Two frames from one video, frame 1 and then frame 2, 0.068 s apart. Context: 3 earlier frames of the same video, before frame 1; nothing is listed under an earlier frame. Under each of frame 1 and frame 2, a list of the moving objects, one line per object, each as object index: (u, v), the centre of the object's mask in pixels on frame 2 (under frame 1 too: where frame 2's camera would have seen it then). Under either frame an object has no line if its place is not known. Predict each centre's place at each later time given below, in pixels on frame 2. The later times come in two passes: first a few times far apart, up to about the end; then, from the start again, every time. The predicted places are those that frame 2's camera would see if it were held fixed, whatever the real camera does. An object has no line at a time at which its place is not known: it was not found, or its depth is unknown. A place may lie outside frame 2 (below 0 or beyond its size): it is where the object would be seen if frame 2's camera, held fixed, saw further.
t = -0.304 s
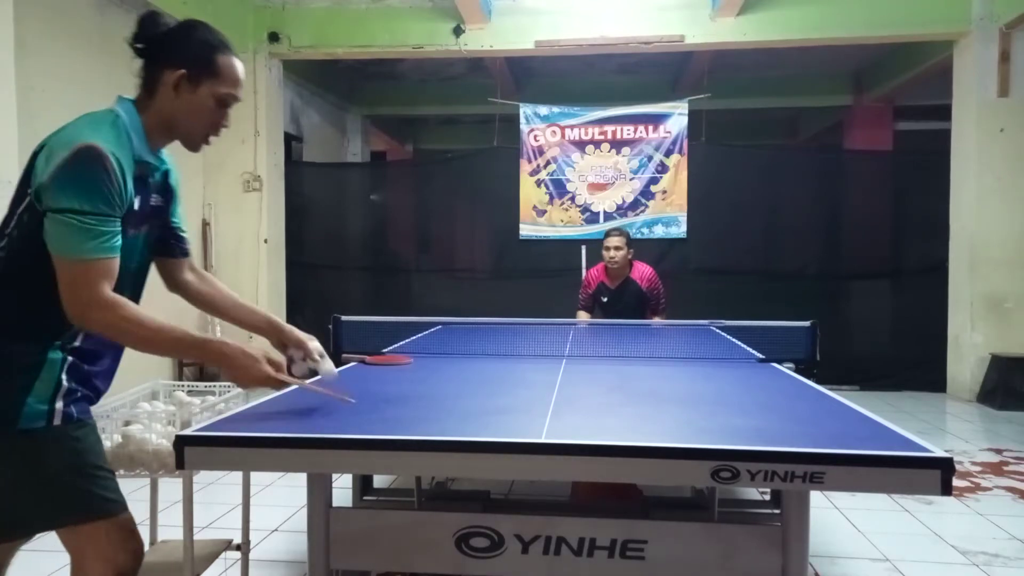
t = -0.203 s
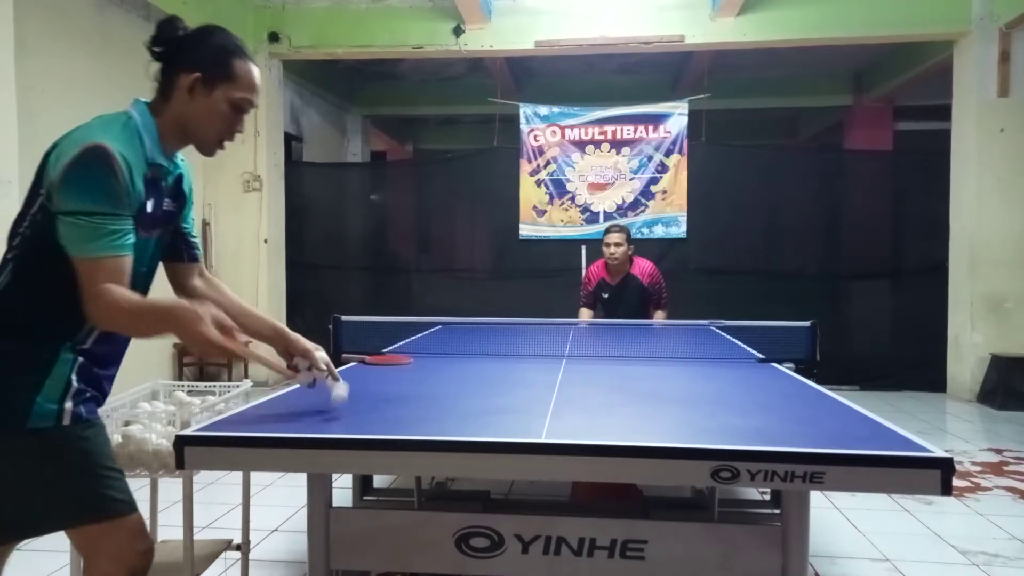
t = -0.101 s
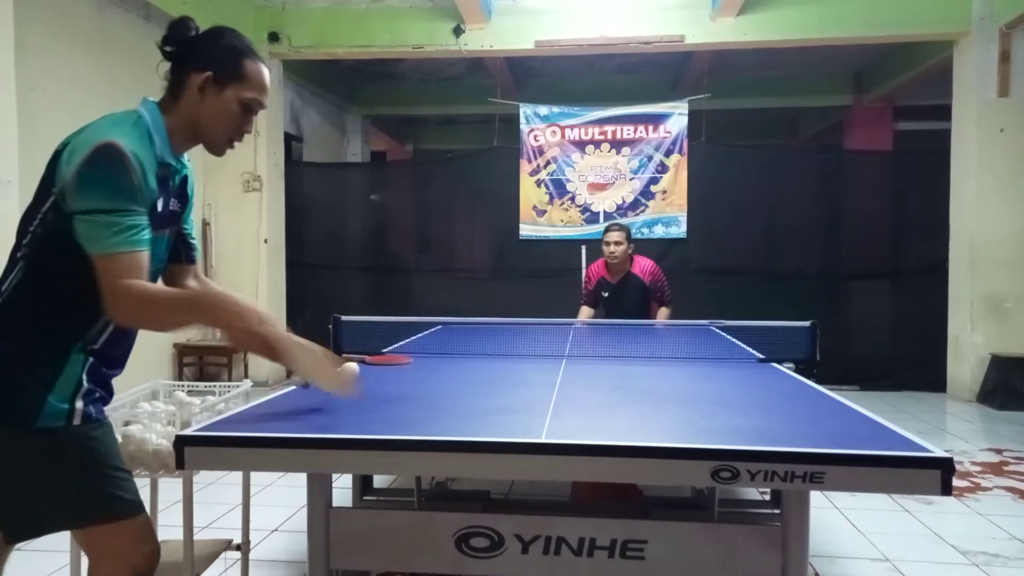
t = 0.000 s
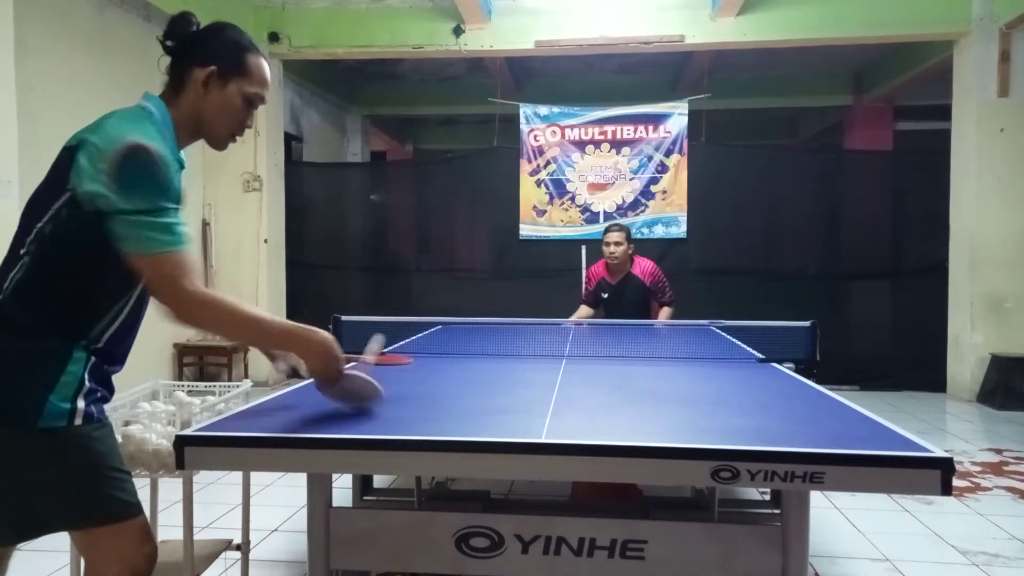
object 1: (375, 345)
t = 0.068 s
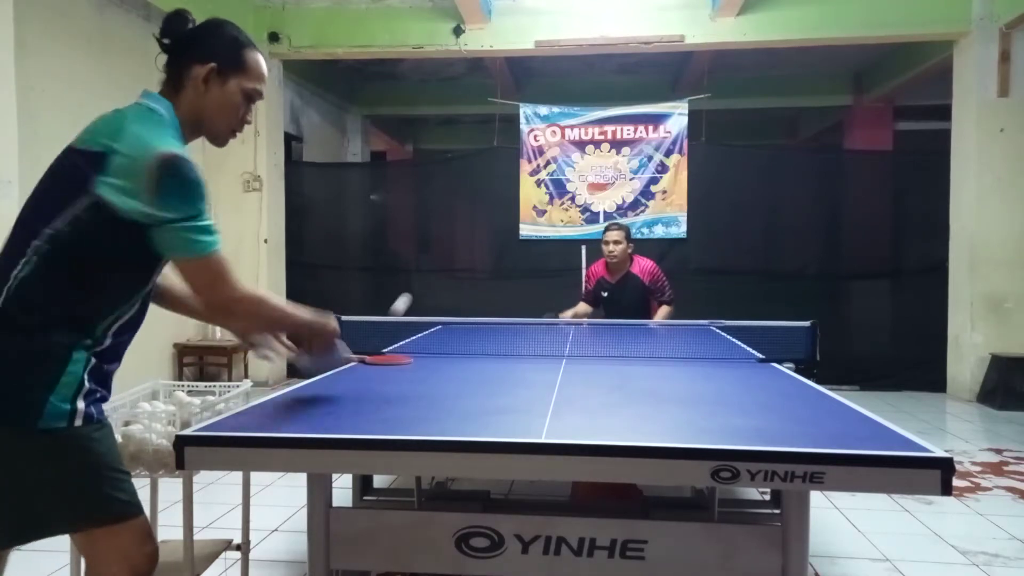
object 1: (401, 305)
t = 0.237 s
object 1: (446, 277)
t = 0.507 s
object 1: (492, 313)
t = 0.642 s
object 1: (508, 288)
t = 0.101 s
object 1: (412, 292)
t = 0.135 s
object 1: (422, 283)
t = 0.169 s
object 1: (431, 278)
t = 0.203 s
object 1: (439, 276)
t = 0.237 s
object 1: (446, 277)
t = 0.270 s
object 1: (454, 280)
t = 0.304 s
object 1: (460, 285)
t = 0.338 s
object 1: (466, 292)
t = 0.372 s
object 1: (471, 300)
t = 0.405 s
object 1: (477, 310)
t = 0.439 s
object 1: (482, 320)
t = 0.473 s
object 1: (487, 328)
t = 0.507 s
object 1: (492, 313)
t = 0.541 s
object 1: (495, 305)
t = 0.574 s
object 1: (500, 298)
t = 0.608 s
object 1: (504, 292)
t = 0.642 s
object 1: (508, 288)
